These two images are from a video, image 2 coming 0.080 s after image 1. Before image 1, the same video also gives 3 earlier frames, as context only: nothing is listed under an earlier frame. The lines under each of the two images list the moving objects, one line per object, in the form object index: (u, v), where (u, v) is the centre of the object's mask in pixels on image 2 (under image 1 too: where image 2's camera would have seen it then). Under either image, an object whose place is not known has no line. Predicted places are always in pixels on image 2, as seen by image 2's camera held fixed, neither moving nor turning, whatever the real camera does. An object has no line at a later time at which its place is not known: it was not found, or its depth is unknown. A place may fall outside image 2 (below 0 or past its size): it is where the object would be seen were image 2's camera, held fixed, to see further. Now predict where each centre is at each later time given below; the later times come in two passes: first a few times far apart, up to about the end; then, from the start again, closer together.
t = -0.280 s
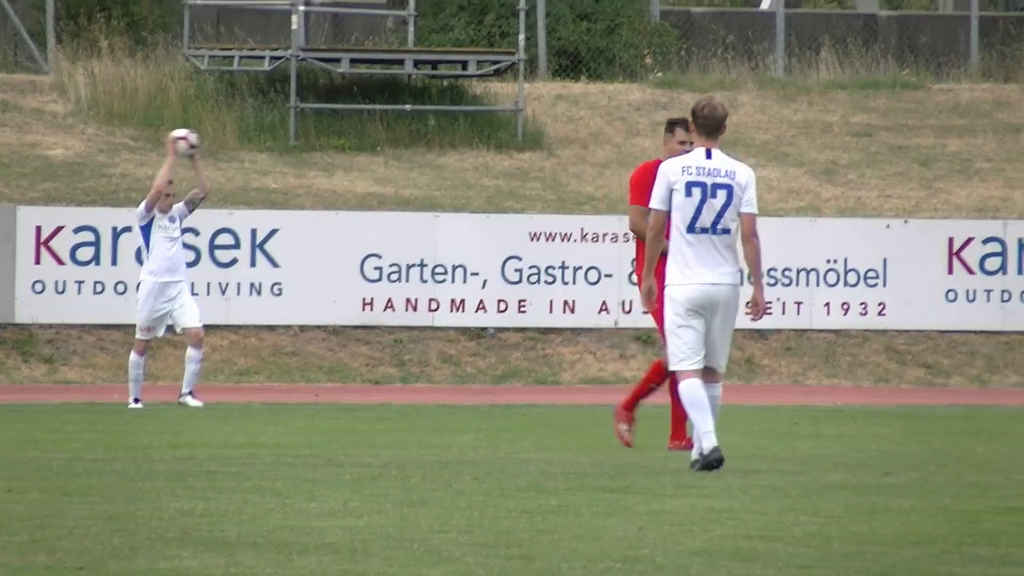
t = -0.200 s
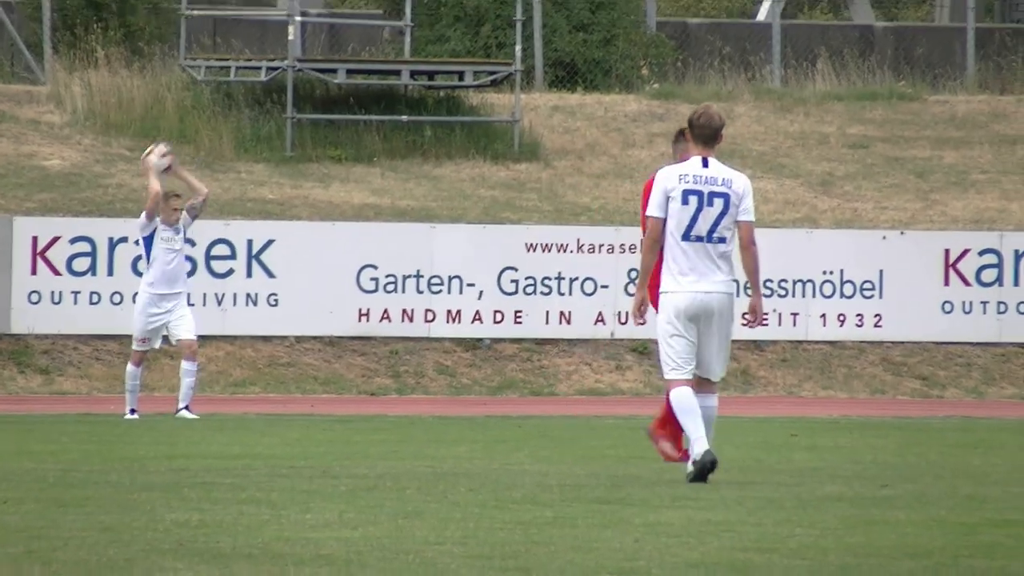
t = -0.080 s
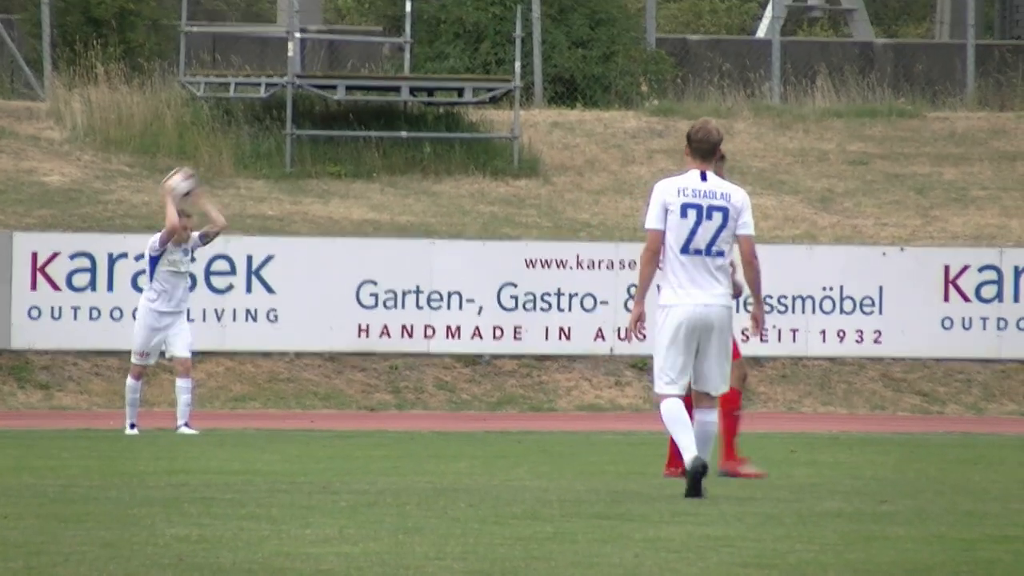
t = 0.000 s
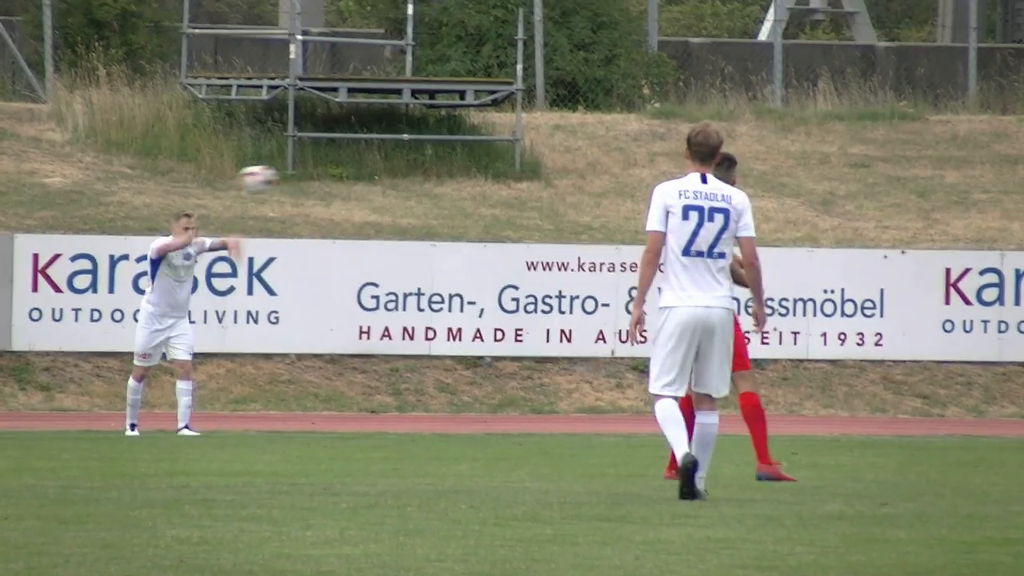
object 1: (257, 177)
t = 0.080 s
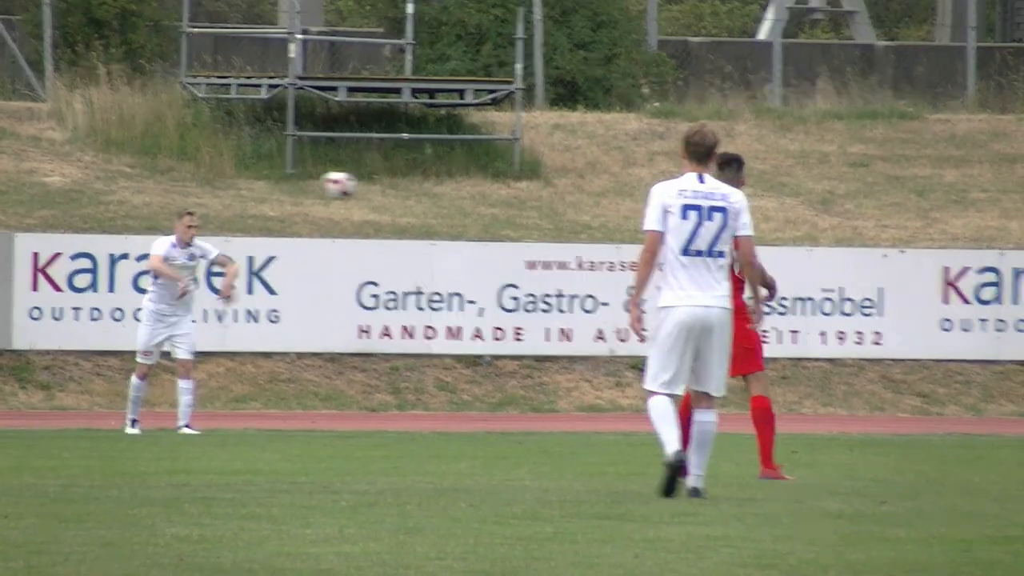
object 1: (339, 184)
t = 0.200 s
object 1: (465, 214)
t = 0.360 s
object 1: (626, 276)
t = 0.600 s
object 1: (895, 436)
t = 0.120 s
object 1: (381, 191)
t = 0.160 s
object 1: (424, 201)
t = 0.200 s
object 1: (465, 214)
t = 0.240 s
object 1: (508, 227)
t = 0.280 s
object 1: (549, 241)
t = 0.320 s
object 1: (592, 259)
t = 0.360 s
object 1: (626, 276)
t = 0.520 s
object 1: (808, 379)
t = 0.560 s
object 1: (853, 412)
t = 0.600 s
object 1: (895, 436)
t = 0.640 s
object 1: (919, 409)
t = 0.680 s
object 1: (941, 383)
